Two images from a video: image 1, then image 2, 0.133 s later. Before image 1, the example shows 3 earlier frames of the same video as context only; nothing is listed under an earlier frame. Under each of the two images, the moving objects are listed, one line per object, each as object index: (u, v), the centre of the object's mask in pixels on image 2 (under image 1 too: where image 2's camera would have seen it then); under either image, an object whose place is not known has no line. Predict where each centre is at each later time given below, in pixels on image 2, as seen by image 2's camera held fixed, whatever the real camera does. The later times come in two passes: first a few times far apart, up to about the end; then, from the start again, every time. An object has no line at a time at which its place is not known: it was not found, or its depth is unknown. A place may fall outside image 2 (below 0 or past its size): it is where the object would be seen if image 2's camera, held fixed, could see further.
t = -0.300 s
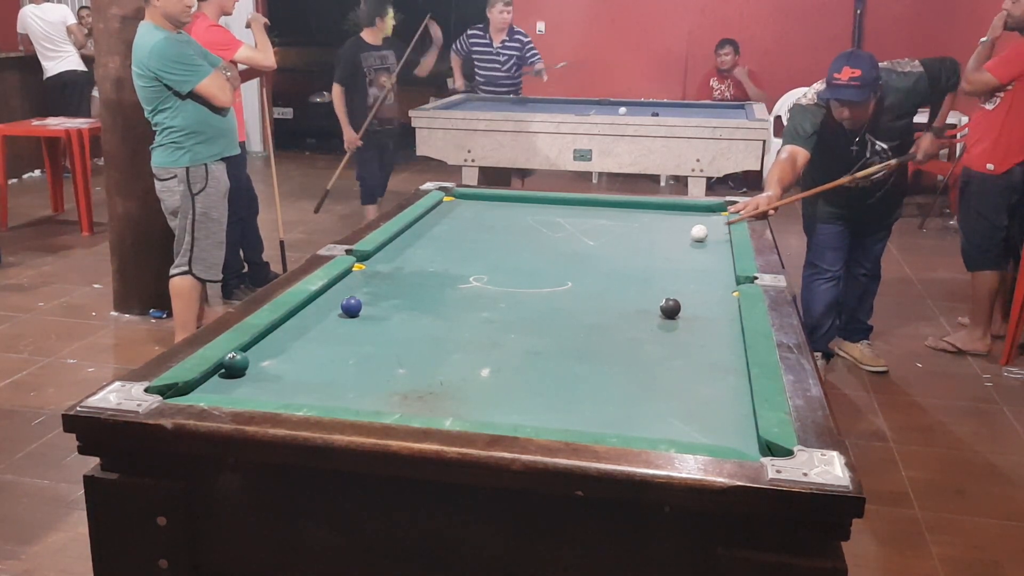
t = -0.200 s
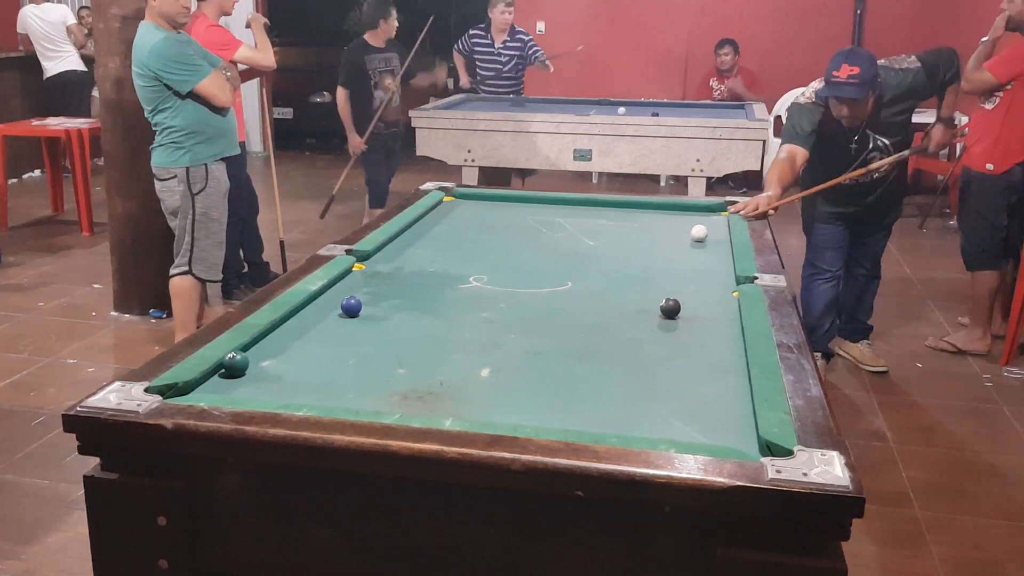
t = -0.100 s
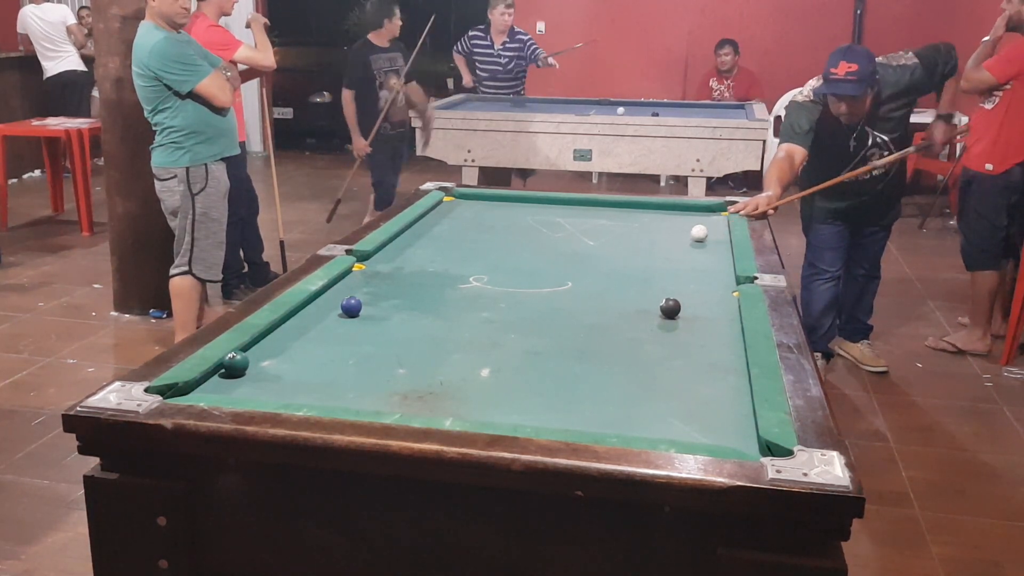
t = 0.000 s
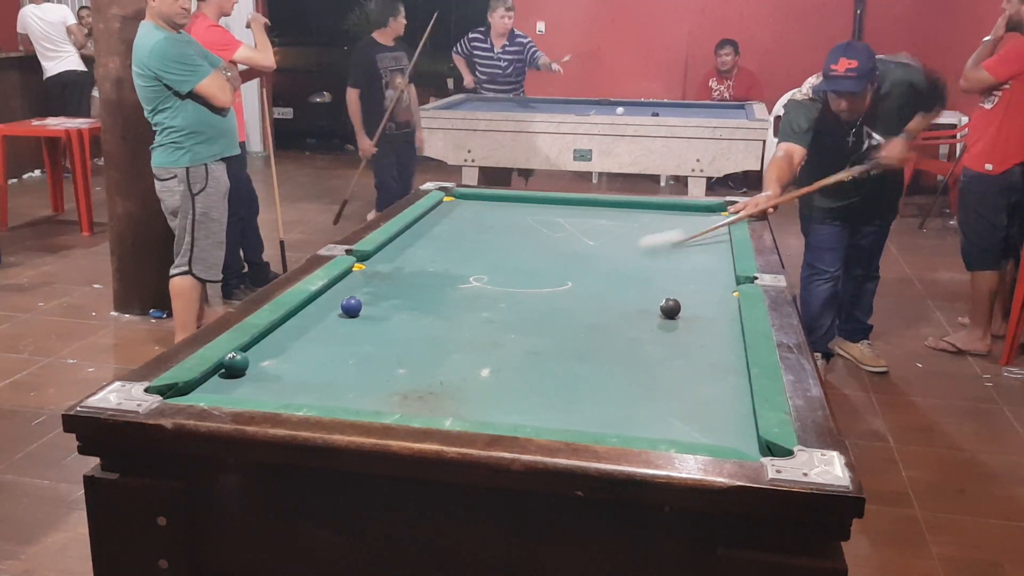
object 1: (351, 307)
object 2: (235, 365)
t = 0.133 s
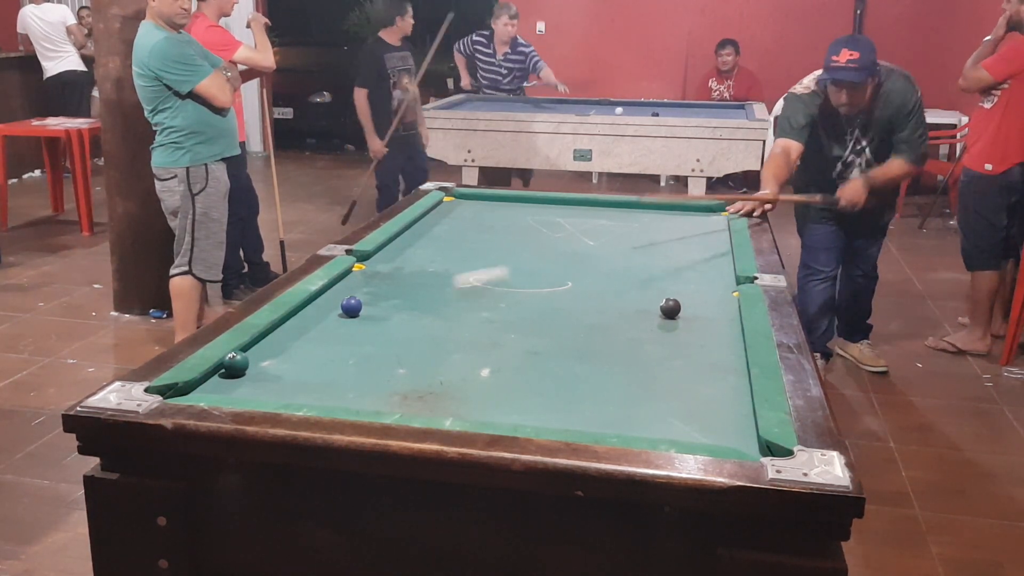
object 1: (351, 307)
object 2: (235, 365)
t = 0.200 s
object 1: (350, 307)
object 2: (235, 365)
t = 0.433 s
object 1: (452, 405)
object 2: (234, 365)
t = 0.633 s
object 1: (687, 399)
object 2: (234, 365)
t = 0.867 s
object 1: (613, 337)
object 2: (236, 361)
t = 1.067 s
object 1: (515, 294)
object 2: (240, 362)
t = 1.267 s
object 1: (440, 262)
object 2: (265, 359)
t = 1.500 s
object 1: (420, 240)
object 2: (292, 352)
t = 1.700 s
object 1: (474, 234)
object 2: (312, 349)
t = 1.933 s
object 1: (531, 229)
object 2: (333, 345)
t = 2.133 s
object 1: (576, 224)
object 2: (349, 342)
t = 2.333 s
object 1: (619, 220)
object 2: (363, 339)
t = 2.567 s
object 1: (666, 215)
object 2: (379, 336)
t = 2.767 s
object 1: (703, 212)
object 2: (391, 335)
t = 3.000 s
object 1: (724, 209)
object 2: (403, 333)
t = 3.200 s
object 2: (412, 332)
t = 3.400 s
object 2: (420, 331)
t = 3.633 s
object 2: (428, 330)
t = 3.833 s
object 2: (433, 329)
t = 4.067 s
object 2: (437, 329)
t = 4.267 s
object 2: (440, 329)
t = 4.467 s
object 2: (441, 329)
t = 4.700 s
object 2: (441, 329)
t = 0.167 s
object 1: (351, 307)
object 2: (234, 365)
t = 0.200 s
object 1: (350, 307)
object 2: (235, 365)
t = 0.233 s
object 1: (300, 317)
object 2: (234, 365)
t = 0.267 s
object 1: (318, 328)
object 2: (234, 365)
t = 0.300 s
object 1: (343, 342)
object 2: (234, 365)
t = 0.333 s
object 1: (368, 358)
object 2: (234, 365)
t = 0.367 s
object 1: (396, 374)
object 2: (234, 365)
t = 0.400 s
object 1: (424, 390)
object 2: (234, 365)
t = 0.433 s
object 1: (452, 405)
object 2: (234, 365)
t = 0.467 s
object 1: (485, 414)
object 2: (234, 365)
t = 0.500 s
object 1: (532, 416)
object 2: (234, 365)
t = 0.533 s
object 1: (574, 415)
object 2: (234, 365)
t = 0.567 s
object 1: (614, 409)
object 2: (234, 365)
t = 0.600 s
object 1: (649, 403)
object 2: (234, 365)
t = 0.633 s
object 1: (687, 399)
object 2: (234, 365)
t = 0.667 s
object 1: (720, 394)
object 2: (234, 365)
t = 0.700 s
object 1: (732, 384)
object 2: (232, 363)
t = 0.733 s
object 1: (703, 371)
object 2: (233, 361)
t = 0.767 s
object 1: (676, 363)
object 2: (235, 362)
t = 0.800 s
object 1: (653, 354)
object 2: (235, 364)
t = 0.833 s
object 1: (632, 345)
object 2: (236, 363)
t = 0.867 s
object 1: (613, 337)
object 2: (236, 361)
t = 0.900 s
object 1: (594, 329)
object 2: (235, 359)
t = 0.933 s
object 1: (578, 321)
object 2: (232, 361)
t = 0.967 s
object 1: (560, 314)
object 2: (230, 363)
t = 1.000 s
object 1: (544, 307)
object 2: (231, 363)
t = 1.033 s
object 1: (529, 300)
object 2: (235, 363)
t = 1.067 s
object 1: (515, 294)
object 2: (240, 362)
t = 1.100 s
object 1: (501, 288)
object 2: (245, 362)
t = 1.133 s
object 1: (487, 282)
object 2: (249, 361)
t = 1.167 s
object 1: (475, 277)
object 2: (253, 360)
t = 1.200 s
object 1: (463, 272)
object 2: (257, 360)
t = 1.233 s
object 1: (451, 267)
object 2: (261, 359)
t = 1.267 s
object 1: (440, 262)
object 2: (265, 359)
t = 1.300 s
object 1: (429, 257)
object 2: (269, 358)
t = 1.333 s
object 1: (419, 253)
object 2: (273, 357)
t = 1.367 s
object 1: (407, 248)
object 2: (278, 356)
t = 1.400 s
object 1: (397, 243)
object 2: (282, 354)
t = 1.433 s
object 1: (398, 241)
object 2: (286, 354)
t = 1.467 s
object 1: (411, 242)
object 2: (289, 354)
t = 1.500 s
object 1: (420, 240)
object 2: (292, 352)
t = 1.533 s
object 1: (431, 240)
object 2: (295, 351)
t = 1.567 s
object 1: (439, 238)
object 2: (299, 351)
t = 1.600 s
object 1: (449, 238)
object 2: (303, 350)
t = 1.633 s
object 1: (456, 237)
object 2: (306, 350)
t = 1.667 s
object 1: (465, 236)
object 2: (309, 349)
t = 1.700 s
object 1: (474, 234)
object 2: (312, 349)
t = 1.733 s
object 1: (483, 234)
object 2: (315, 348)
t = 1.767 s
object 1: (491, 233)
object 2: (319, 347)
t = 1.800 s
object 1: (499, 232)
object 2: (321, 347)
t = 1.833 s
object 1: (507, 231)
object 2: (324, 346)
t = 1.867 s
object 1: (515, 230)
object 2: (327, 346)
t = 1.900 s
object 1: (524, 230)
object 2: (330, 345)
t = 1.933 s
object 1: (531, 229)
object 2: (333, 345)
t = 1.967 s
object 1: (538, 228)
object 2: (336, 344)
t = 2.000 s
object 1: (546, 227)
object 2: (338, 343)
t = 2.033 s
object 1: (554, 227)
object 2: (341, 343)
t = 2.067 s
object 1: (561, 226)
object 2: (344, 343)
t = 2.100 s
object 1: (569, 225)
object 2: (346, 342)
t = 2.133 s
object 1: (576, 224)
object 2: (349, 342)
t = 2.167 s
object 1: (584, 224)
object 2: (351, 341)
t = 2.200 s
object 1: (591, 223)
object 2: (354, 341)
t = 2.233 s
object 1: (598, 222)
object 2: (356, 341)
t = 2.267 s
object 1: (605, 221)
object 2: (359, 340)
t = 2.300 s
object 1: (612, 221)
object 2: (361, 339)
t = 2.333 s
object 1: (619, 220)
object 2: (363, 339)
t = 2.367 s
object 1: (626, 219)
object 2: (366, 339)
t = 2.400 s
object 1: (633, 219)
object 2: (368, 338)
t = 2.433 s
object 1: (640, 218)
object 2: (370, 338)
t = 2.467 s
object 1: (646, 217)
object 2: (373, 337)
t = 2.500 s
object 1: (653, 216)
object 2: (375, 337)
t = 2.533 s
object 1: (660, 216)
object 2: (377, 337)
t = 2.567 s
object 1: (666, 215)
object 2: (379, 336)
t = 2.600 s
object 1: (673, 214)
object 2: (381, 336)
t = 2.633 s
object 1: (678, 214)
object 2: (383, 336)
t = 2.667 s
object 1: (684, 213)
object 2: (385, 336)
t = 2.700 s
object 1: (691, 212)
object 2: (387, 335)
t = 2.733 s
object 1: (697, 212)
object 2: (389, 335)
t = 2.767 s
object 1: (703, 212)
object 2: (391, 335)
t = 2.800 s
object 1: (708, 211)
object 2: (393, 335)
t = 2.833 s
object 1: (715, 210)
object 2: (395, 334)
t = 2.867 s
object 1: (721, 210)
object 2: (396, 334)
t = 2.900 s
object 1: (722, 209)
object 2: (398, 334)
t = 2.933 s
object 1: (723, 208)
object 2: (400, 334)
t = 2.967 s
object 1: (724, 208)
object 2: (402, 333)
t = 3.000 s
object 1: (724, 209)
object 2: (403, 333)
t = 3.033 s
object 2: (405, 333)
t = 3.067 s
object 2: (406, 333)
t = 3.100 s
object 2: (408, 332)
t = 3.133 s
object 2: (409, 332)
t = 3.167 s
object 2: (411, 332)
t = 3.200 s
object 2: (412, 332)
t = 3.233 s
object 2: (413, 331)
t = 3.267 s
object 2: (415, 331)
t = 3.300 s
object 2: (416, 331)
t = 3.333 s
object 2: (417, 331)
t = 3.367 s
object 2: (419, 331)
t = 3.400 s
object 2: (420, 331)
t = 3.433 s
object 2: (421, 330)
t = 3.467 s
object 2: (422, 330)
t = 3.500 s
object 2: (424, 330)
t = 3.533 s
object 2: (425, 330)
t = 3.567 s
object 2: (426, 330)
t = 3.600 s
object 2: (427, 330)
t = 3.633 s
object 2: (428, 330)
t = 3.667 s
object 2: (429, 330)
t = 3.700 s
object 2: (430, 330)
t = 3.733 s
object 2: (431, 330)
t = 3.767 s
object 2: (431, 330)
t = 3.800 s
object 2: (432, 329)
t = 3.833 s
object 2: (433, 329)
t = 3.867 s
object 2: (434, 329)
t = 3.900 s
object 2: (434, 329)
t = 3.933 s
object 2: (435, 329)
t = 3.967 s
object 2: (435, 329)
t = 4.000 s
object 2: (436, 329)
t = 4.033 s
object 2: (436, 329)
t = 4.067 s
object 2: (437, 329)
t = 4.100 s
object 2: (438, 329)
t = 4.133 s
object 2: (438, 329)
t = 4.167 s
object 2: (439, 329)
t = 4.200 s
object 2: (439, 329)
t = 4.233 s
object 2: (439, 329)
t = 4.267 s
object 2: (440, 329)
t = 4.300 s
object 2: (440, 329)
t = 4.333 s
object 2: (440, 329)
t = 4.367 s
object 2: (440, 329)
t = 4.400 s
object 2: (440, 329)
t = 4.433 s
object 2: (440, 329)
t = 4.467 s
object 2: (441, 329)
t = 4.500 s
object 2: (441, 329)
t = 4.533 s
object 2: (441, 329)
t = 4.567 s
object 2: (441, 329)
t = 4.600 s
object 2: (441, 329)
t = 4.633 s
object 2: (441, 329)
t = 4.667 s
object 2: (441, 329)
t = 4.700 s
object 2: (441, 329)
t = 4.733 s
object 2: (441, 329)
